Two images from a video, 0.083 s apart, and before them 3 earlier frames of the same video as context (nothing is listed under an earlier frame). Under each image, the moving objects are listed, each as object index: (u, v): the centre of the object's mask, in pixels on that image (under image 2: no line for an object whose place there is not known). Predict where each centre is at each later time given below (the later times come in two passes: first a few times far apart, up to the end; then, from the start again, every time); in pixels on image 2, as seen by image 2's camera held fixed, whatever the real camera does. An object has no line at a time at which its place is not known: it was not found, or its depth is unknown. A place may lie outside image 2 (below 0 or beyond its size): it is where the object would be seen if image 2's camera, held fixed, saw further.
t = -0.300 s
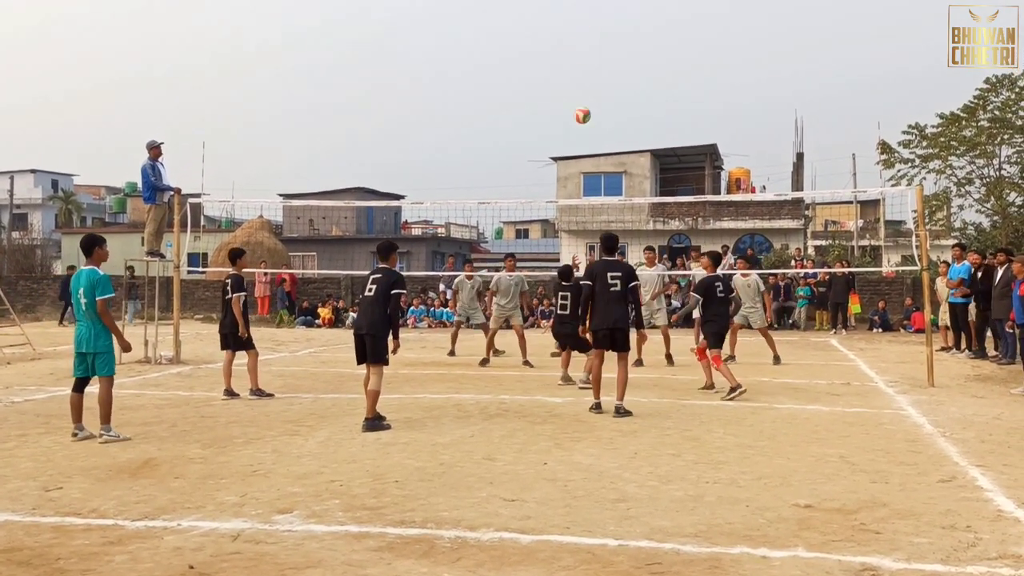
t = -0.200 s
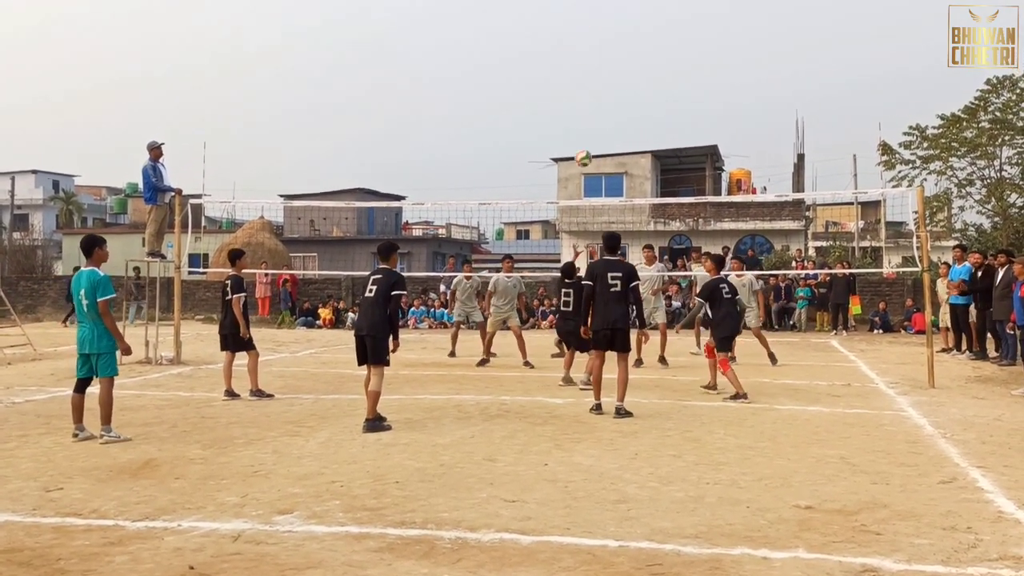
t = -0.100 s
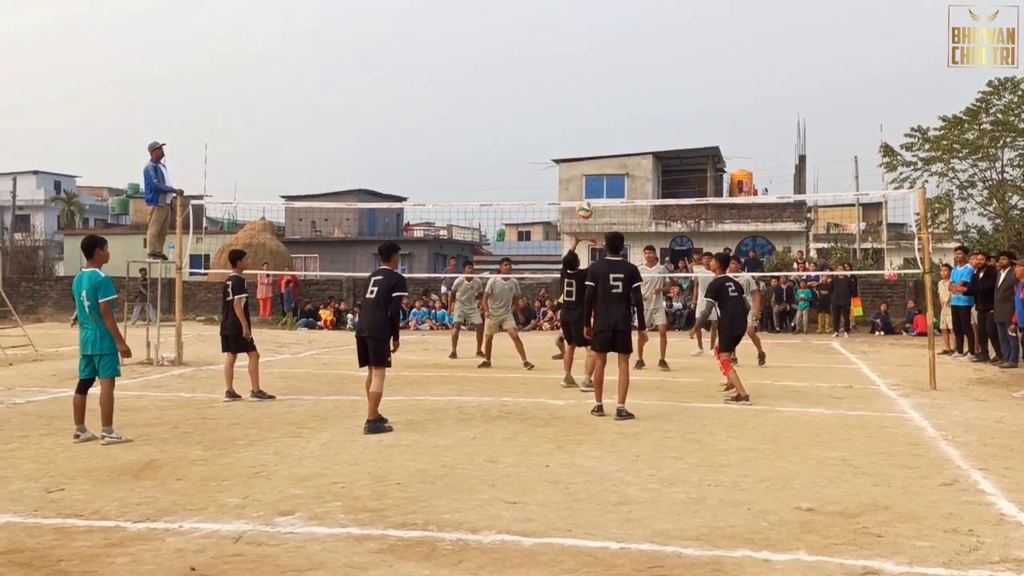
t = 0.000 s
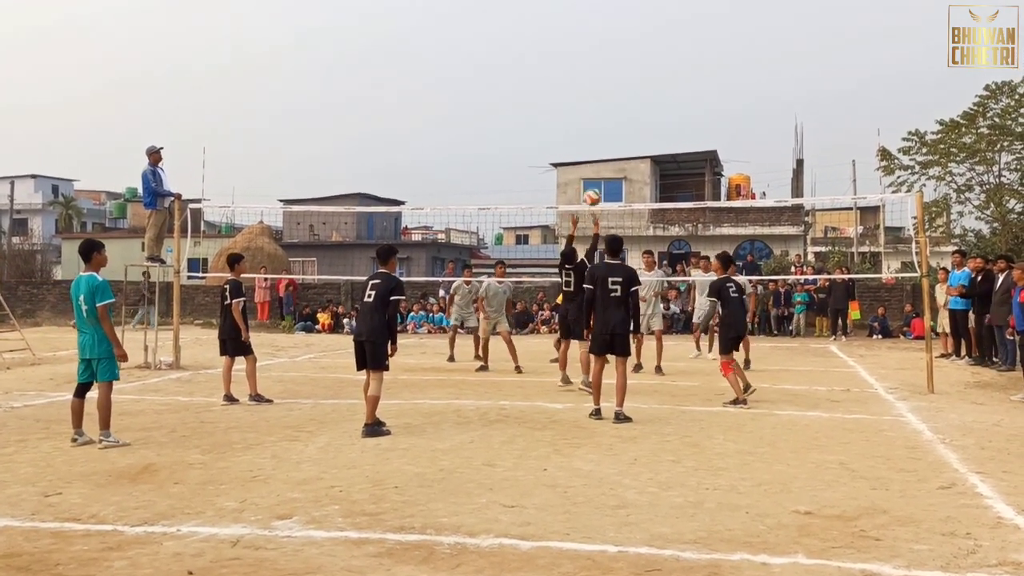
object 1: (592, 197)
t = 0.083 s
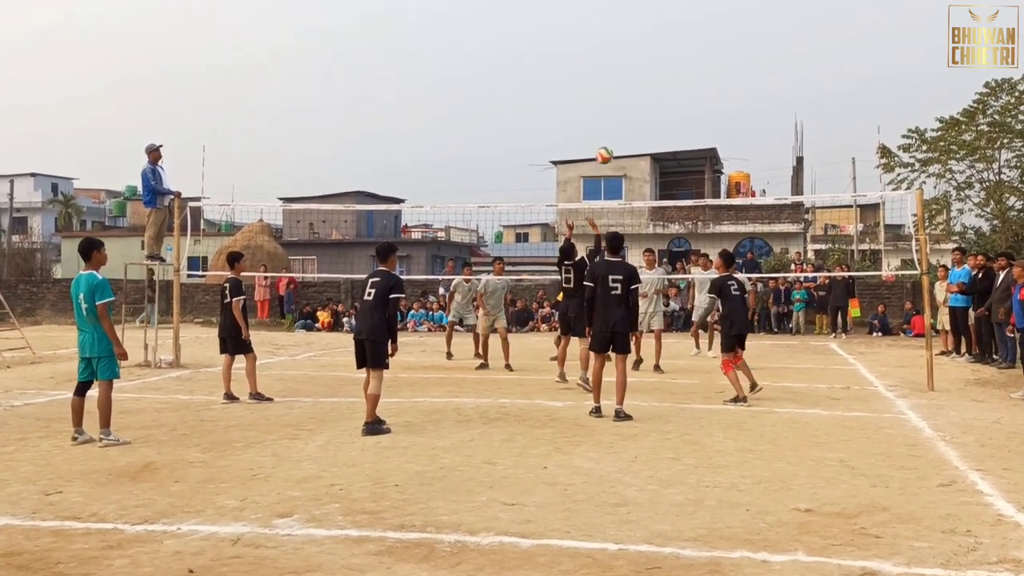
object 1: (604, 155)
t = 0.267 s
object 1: (631, 87)
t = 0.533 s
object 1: (669, 40)
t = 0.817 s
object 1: (710, 57)
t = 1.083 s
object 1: (747, 138)
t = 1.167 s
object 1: (759, 176)
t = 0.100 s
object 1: (606, 148)
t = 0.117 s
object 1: (609, 140)
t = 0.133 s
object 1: (611, 134)
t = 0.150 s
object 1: (614, 127)
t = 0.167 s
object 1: (616, 121)
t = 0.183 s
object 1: (618, 115)
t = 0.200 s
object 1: (621, 109)
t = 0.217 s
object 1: (623, 103)
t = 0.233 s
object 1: (626, 98)
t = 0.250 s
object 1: (628, 92)
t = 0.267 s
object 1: (631, 87)
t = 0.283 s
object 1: (633, 83)
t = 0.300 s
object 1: (635, 78)
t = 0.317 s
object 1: (638, 74)
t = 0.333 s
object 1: (640, 70)
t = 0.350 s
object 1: (643, 66)
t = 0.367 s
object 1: (645, 62)
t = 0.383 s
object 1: (647, 59)
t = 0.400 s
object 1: (650, 56)
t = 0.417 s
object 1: (652, 53)
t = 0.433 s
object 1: (655, 51)
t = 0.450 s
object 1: (657, 48)
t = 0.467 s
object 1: (660, 46)
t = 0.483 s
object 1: (662, 45)
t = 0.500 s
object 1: (665, 43)
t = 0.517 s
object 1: (667, 42)
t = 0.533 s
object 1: (669, 40)
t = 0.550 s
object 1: (672, 40)
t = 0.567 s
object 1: (674, 39)
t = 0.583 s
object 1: (677, 38)
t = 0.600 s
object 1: (679, 38)
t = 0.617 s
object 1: (681, 38)
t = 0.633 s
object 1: (684, 38)
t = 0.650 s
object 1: (686, 39)
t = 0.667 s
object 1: (689, 40)
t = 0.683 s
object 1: (691, 41)
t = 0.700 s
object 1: (693, 42)
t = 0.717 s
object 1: (696, 44)
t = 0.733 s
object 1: (698, 45)
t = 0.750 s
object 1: (701, 47)
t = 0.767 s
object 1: (703, 49)
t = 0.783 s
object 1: (705, 52)
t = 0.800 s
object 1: (708, 55)
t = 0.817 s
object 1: (710, 57)
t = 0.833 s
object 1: (713, 61)
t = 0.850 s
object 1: (715, 64)
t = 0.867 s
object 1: (717, 68)
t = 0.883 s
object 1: (720, 72)
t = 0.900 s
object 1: (722, 76)
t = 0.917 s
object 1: (725, 80)
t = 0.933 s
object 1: (727, 85)
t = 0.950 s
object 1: (729, 90)
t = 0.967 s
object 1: (731, 95)
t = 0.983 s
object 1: (734, 101)
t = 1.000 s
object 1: (736, 106)
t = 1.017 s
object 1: (738, 112)
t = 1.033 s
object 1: (741, 118)
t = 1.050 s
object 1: (743, 125)
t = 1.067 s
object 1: (745, 131)
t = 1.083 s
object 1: (747, 138)
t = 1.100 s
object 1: (750, 145)
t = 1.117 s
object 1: (752, 153)
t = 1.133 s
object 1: (754, 160)
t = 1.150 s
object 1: (756, 168)
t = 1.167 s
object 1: (759, 176)
